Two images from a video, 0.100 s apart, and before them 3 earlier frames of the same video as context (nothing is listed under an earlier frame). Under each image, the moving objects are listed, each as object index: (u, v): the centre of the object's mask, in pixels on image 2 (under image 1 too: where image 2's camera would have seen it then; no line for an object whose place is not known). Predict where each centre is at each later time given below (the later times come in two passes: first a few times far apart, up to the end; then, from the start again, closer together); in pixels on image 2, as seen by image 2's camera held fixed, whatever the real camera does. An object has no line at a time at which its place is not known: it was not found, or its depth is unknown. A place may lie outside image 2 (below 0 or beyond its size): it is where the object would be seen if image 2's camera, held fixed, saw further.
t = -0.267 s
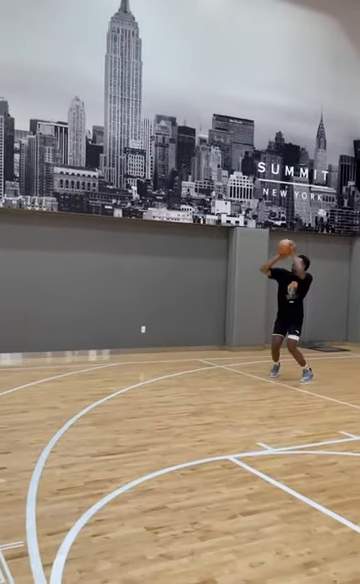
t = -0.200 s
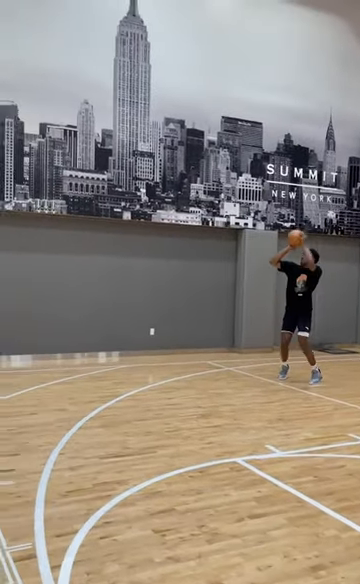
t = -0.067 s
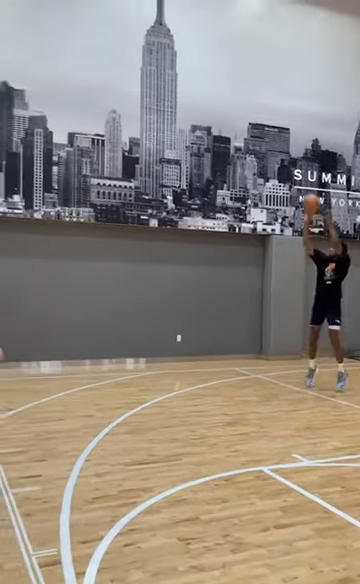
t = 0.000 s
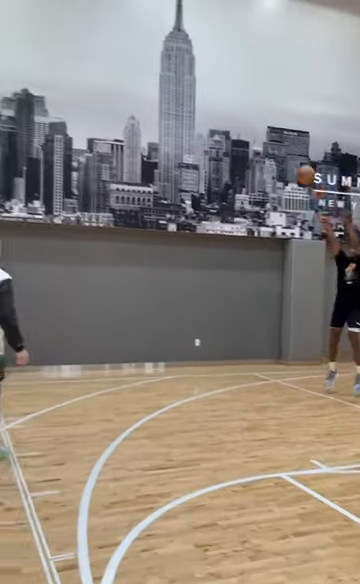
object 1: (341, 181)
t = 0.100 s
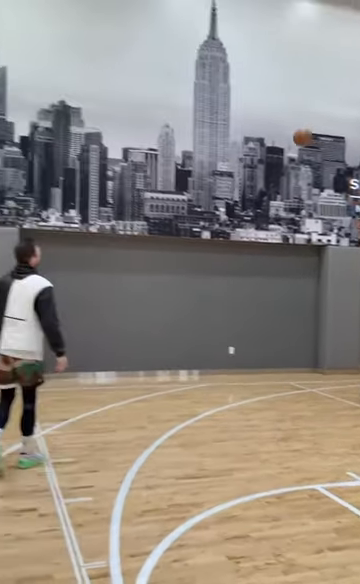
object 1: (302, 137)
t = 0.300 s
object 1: (220, 69)
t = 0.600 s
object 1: (85, 18)
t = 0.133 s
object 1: (289, 124)
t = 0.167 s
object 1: (275, 112)
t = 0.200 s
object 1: (261, 100)
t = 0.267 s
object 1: (234, 78)
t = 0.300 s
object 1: (220, 69)
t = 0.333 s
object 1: (205, 60)
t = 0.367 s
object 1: (190, 52)
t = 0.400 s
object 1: (176, 45)
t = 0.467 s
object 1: (146, 33)
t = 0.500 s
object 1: (130, 28)
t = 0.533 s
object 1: (115, 24)
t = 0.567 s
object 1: (100, 21)
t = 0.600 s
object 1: (85, 18)
